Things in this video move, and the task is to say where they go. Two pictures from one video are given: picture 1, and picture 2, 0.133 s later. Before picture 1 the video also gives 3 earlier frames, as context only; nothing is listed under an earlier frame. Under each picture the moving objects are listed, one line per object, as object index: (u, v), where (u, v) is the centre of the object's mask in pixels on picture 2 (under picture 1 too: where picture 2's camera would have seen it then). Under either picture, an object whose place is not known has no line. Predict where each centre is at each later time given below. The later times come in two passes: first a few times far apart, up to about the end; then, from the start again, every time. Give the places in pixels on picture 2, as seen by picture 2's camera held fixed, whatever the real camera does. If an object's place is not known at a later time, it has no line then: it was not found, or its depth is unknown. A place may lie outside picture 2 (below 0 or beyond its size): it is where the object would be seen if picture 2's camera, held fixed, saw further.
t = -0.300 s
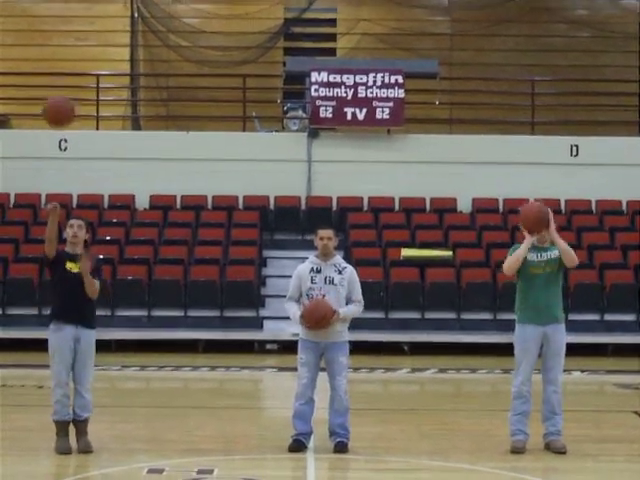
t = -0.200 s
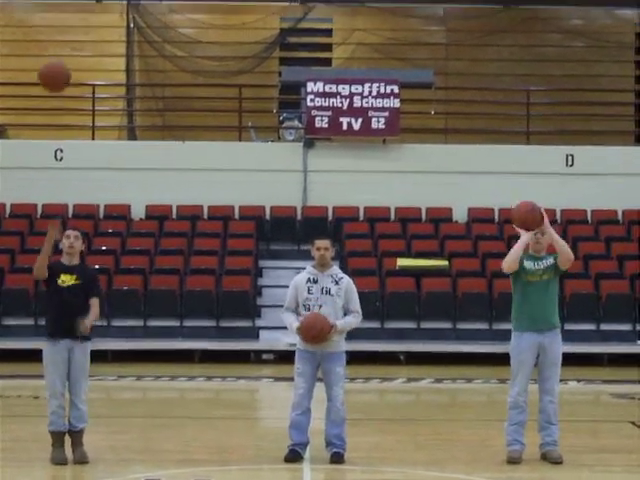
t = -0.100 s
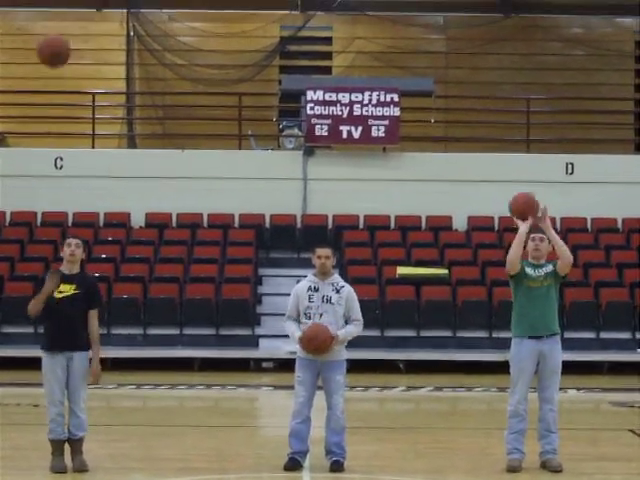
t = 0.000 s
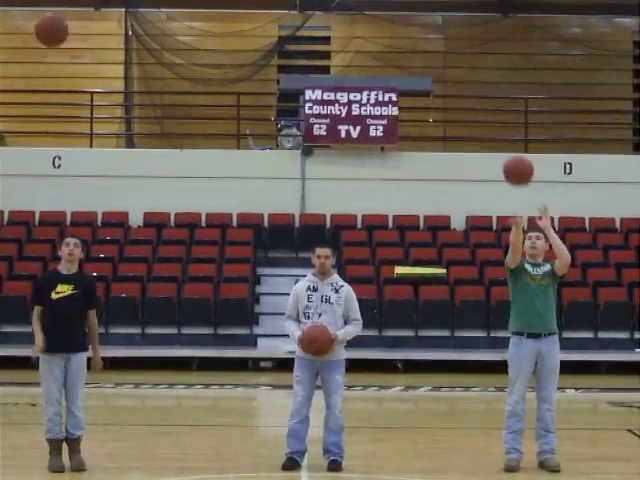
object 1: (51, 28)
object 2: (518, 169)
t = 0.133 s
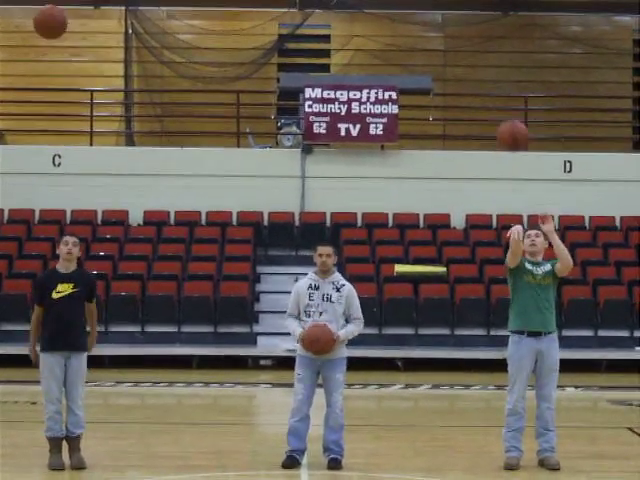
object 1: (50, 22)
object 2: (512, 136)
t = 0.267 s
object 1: (48, 40)
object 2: (508, 126)
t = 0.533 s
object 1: (44, 154)
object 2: (494, 176)
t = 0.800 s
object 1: (38, 381)
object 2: (478, 327)
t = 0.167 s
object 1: (50, 25)
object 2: (511, 132)
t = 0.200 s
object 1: (49, 28)
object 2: (510, 127)
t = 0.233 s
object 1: (49, 33)
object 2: (508, 126)
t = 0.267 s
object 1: (48, 40)
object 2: (508, 126)
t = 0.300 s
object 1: (48, 49)
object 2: (505, 126)
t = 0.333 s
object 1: (47, 58)
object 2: (504, 128)
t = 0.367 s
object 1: (47, 70)
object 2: (502, 131)
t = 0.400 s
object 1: (46, 83)
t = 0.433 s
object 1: (46, 99)
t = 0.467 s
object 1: (46, 116)
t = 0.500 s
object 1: (45, 135)
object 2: (496, 164)
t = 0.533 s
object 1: (44, 154)
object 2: (494, 176)
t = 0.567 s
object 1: (43, 176)
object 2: (492, 189)
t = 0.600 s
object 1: (44, 200)
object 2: (490, 204)
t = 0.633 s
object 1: (42, 226)
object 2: (489, 220)
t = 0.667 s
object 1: (42, 251)
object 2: (486, 240)
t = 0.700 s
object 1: (40, 282)
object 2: (484, 259)
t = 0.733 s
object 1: (41, 312)
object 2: (482, 279)
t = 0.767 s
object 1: (41, 345)
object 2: (480, 303)
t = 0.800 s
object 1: (38, 381)
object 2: (478, 327)
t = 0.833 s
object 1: (37, 414)
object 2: (476, 354)
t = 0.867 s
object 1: (34, 453)
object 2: (473, 381)
